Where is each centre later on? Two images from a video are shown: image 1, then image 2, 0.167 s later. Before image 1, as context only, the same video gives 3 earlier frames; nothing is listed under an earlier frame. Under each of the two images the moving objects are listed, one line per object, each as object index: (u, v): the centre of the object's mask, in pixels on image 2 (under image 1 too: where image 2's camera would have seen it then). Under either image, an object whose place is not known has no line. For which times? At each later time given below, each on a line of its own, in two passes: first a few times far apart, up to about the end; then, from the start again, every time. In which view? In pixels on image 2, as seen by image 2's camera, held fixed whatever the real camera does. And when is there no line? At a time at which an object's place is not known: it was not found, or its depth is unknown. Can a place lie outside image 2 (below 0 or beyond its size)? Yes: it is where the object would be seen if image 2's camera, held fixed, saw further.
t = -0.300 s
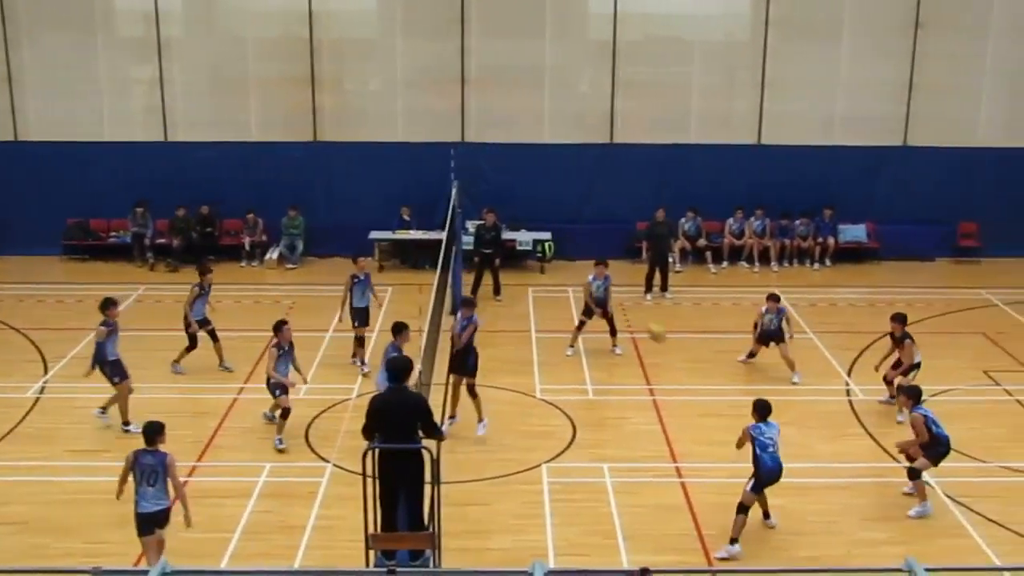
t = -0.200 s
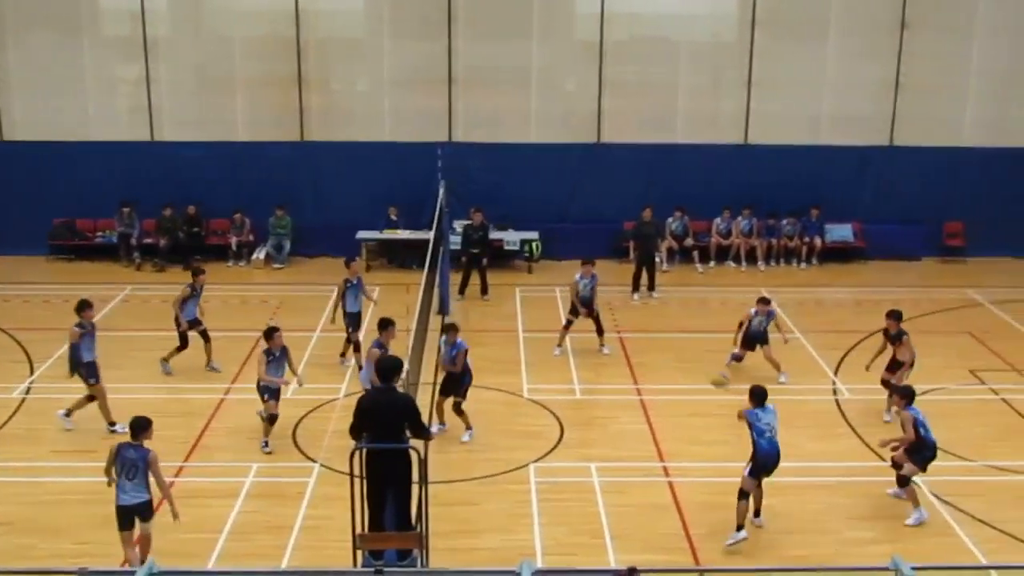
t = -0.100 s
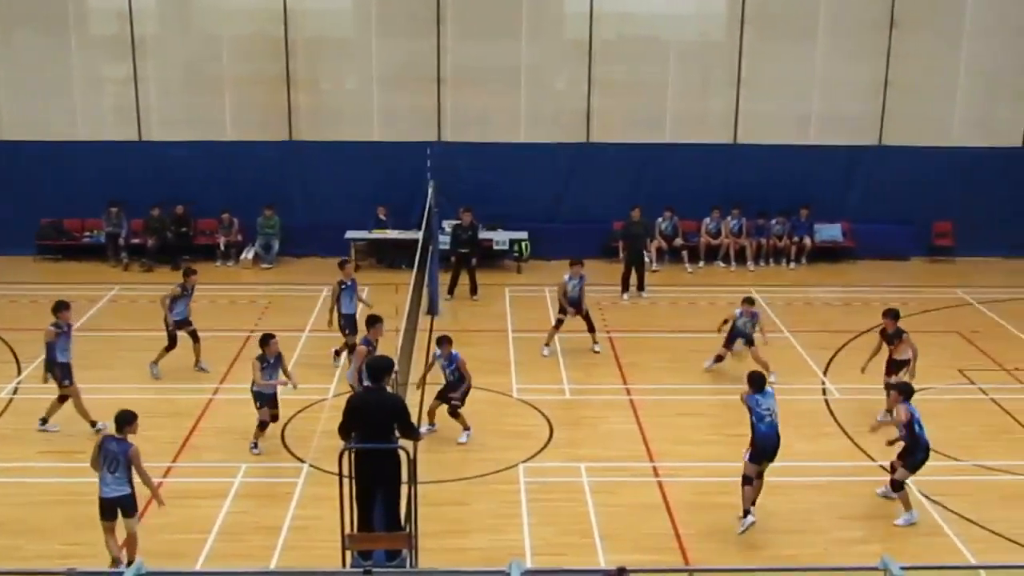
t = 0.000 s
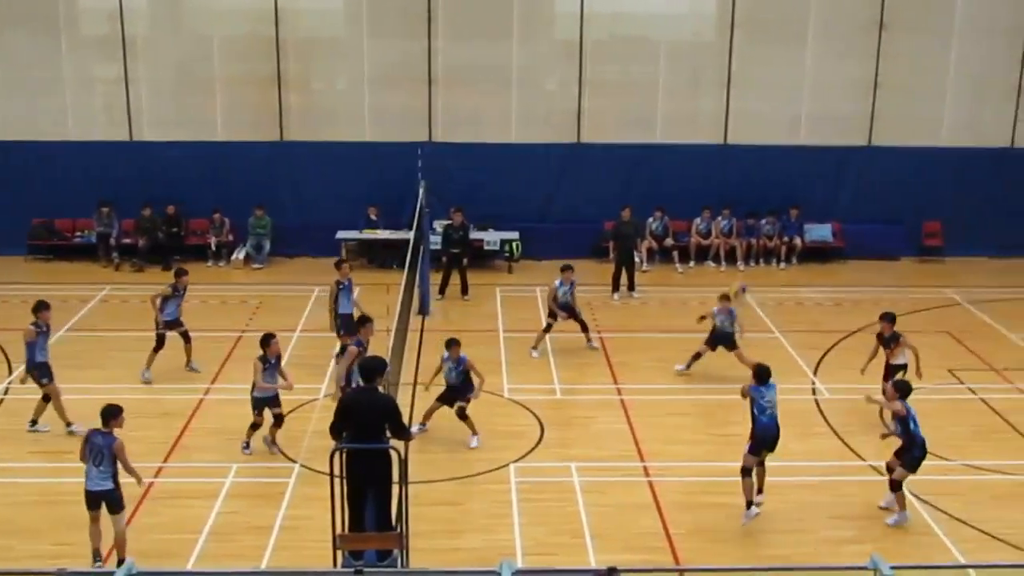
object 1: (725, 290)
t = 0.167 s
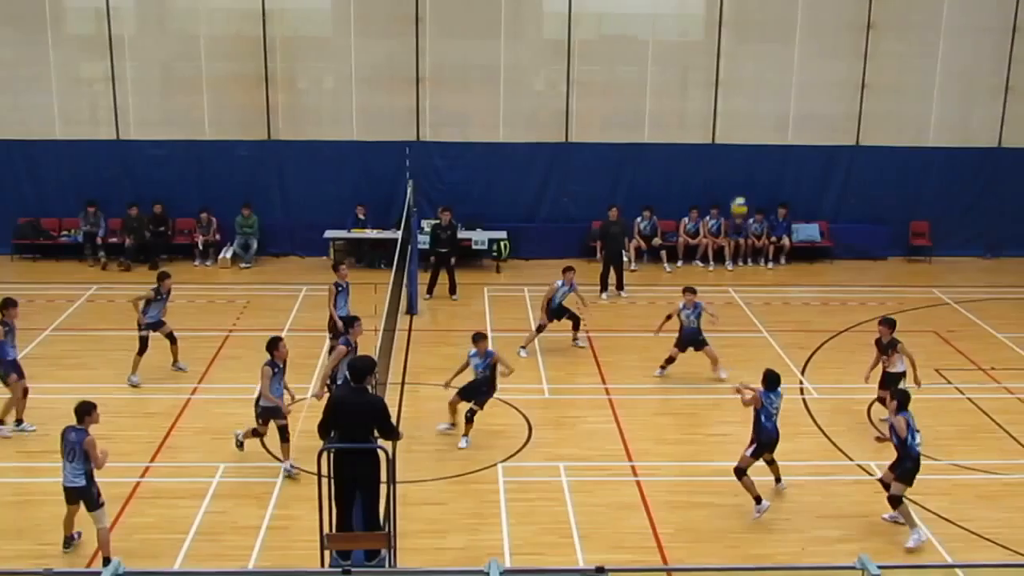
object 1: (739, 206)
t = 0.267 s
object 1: (744, 171)
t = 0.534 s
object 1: (759, 115)
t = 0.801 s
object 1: (770, 119)
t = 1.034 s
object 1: (776, 166)
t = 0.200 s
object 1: (741, 194)
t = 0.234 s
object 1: (743, 183)
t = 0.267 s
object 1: (744, 171)
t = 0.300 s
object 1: (746, 160)
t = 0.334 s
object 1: (748, 151)
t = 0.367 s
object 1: (751, 143)
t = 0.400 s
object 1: (753, 134)
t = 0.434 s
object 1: (755, 128)
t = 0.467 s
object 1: (756, 123)
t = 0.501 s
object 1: (758, 119)
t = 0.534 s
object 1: (759, 115)
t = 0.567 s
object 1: (761, 112)
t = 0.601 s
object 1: (762, 110)
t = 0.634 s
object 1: (764, 109)
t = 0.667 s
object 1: (766, 109)
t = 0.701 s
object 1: (767, 111)
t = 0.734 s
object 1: (768, 113)
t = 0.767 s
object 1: (769, 116)
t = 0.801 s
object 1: (770, 119)
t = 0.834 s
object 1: (771, 123)
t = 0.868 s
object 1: (773, 128)
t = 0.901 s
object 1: (773, 134)
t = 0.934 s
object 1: (775, 141)
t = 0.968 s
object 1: (777, 149)
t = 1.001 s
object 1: (776, 158)
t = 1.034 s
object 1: (776, 166)
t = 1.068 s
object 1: (777, 175)
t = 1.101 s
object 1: (778, 185)
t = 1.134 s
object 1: (779, 197)
